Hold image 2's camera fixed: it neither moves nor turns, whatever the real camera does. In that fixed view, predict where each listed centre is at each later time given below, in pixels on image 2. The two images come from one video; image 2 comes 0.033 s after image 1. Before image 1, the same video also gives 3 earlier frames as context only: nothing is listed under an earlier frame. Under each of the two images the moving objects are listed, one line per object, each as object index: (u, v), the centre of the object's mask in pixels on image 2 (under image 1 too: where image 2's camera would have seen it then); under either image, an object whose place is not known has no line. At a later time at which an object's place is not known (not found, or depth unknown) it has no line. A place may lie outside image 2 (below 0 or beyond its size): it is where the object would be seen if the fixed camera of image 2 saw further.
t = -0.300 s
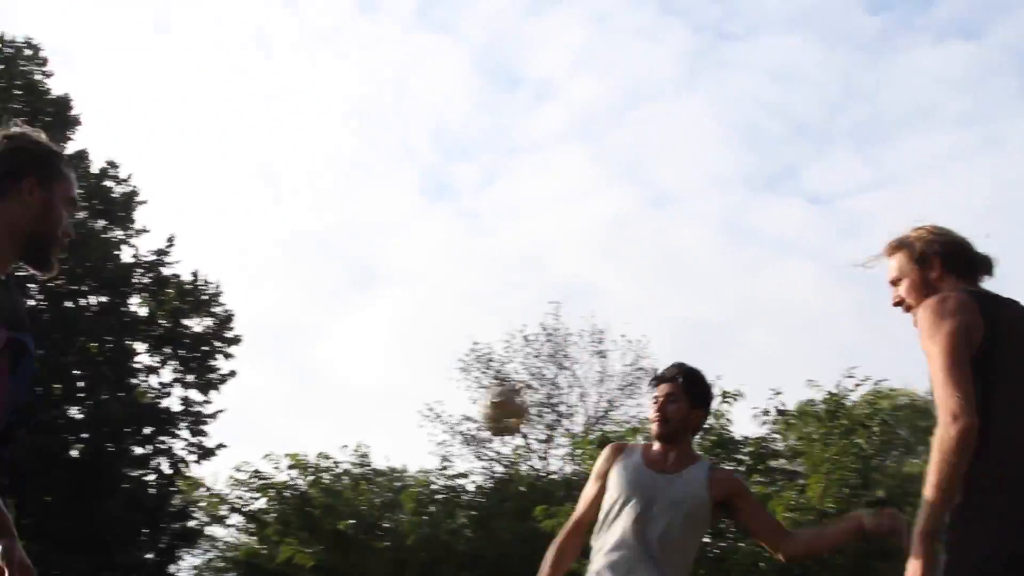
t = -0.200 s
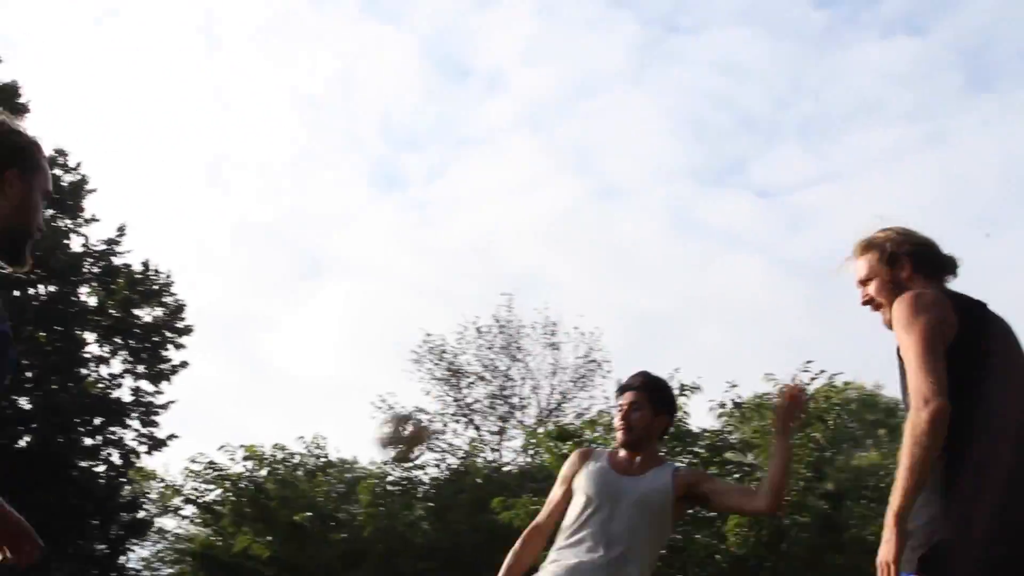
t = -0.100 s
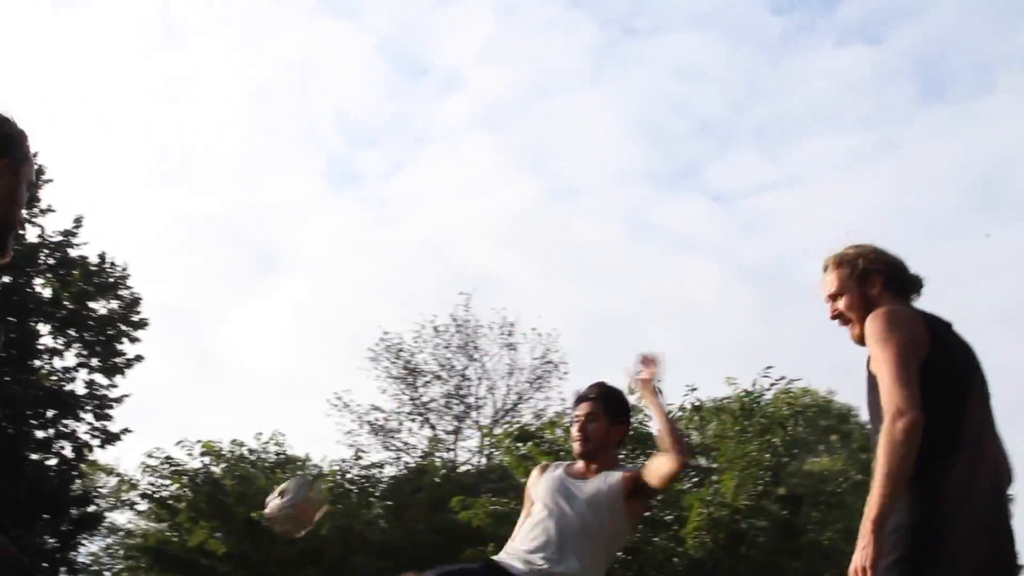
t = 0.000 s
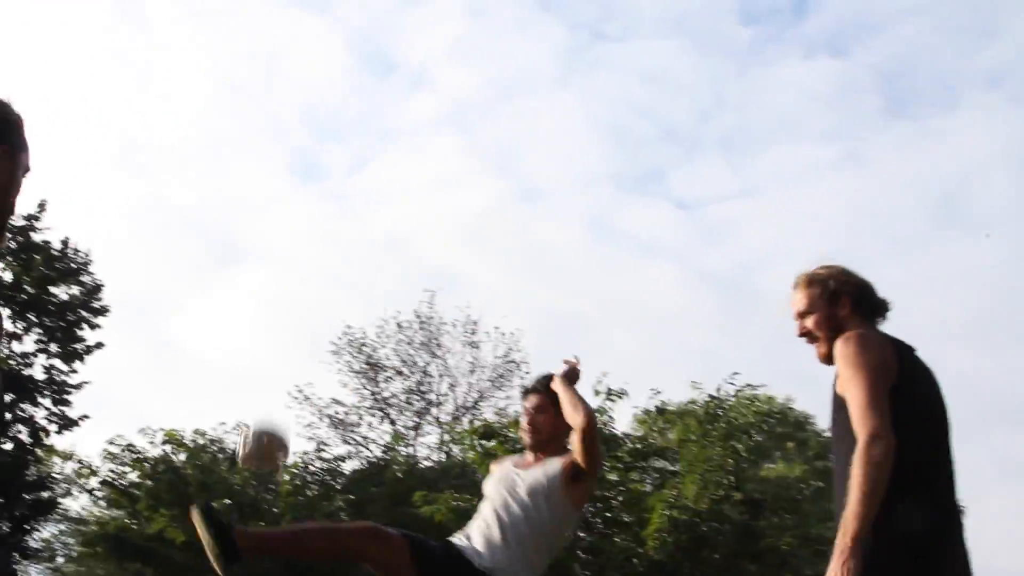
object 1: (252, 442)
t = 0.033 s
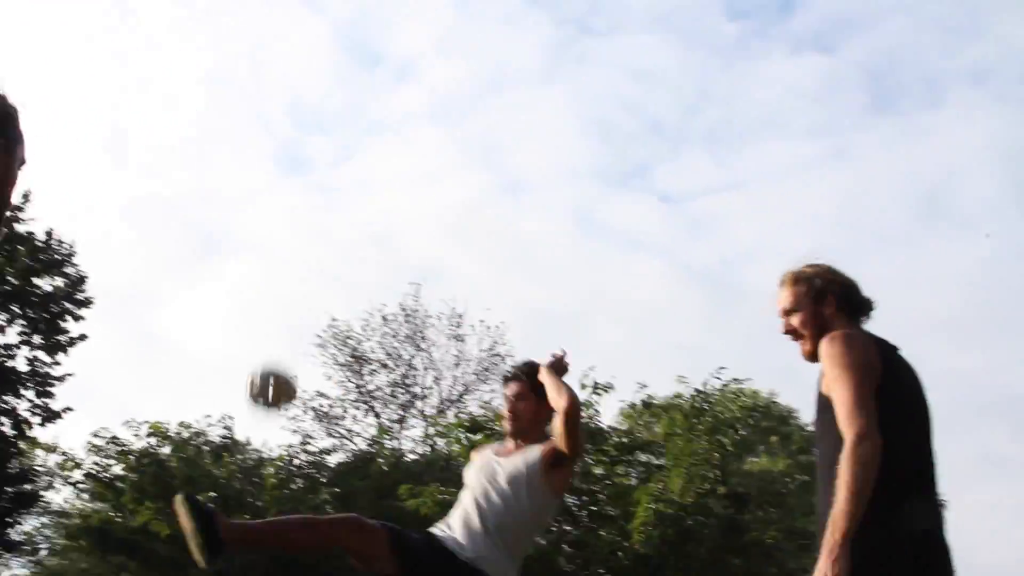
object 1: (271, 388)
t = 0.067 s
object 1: (289, 340)
